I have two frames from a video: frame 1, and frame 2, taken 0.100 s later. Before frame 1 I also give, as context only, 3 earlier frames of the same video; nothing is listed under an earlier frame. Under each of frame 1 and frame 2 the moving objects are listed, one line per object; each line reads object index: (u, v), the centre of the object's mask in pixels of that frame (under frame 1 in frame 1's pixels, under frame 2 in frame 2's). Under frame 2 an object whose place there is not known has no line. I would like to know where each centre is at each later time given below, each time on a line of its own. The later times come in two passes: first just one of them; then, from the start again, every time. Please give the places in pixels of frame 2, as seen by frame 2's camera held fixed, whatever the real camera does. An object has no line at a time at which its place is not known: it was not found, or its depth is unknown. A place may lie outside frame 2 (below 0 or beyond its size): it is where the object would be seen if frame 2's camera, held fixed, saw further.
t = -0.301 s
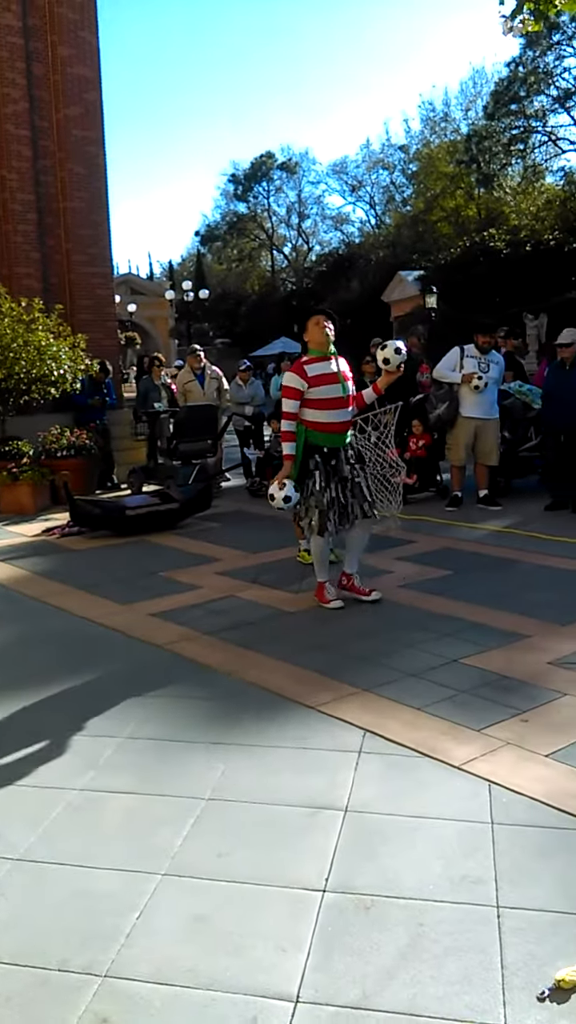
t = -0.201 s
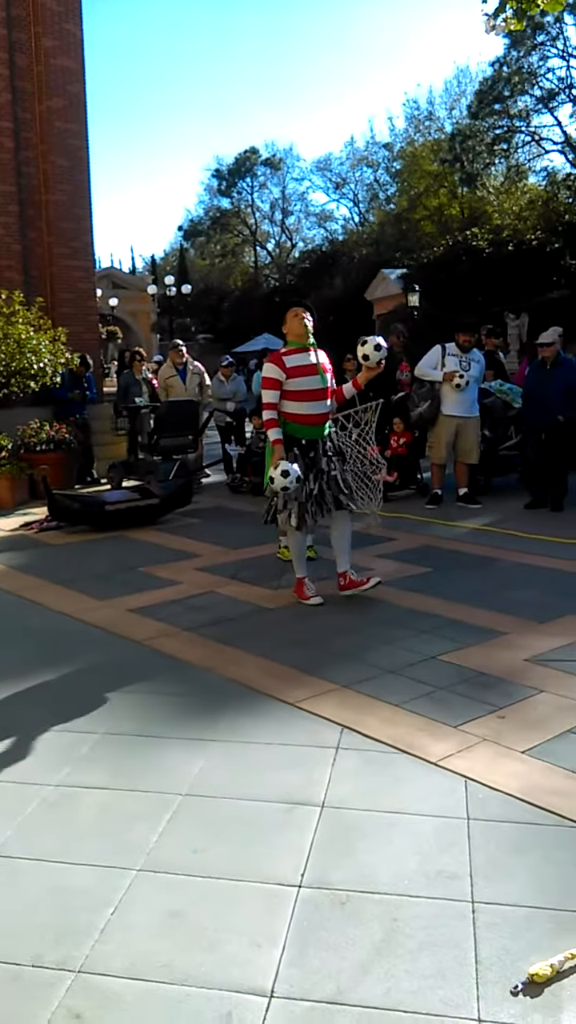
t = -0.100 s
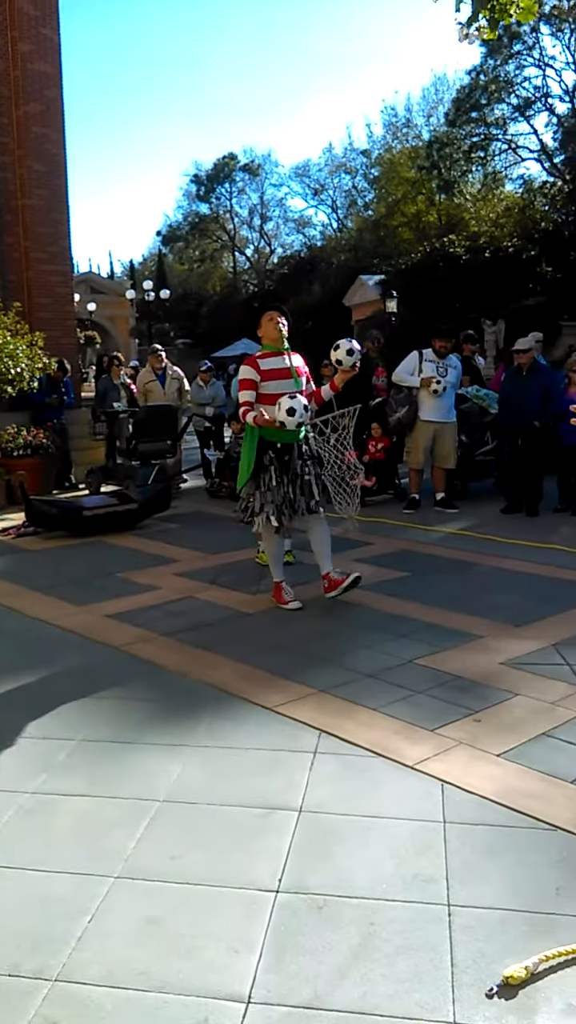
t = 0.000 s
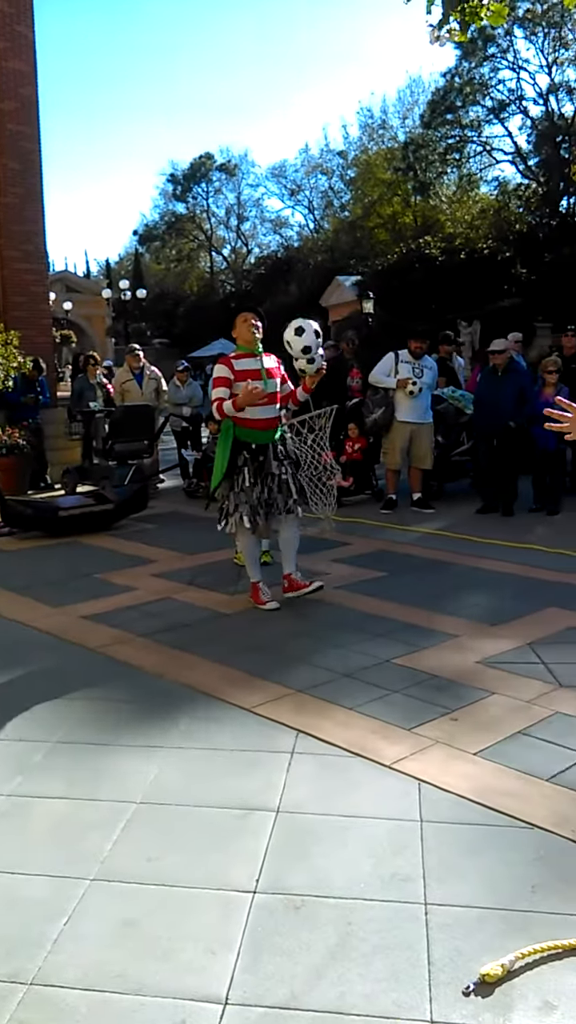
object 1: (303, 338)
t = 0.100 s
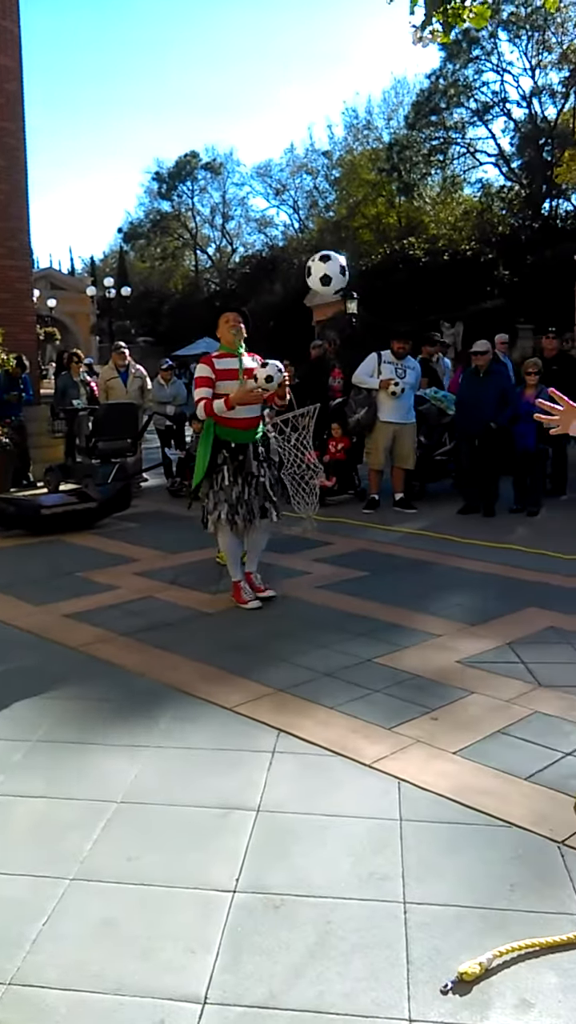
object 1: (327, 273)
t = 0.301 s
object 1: (429, 189)
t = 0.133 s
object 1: (341, 255)
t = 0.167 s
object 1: (357, 238)
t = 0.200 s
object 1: (374, 222)
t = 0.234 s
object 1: (391, 208)
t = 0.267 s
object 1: (409, 198)
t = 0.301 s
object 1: (429, 189)
